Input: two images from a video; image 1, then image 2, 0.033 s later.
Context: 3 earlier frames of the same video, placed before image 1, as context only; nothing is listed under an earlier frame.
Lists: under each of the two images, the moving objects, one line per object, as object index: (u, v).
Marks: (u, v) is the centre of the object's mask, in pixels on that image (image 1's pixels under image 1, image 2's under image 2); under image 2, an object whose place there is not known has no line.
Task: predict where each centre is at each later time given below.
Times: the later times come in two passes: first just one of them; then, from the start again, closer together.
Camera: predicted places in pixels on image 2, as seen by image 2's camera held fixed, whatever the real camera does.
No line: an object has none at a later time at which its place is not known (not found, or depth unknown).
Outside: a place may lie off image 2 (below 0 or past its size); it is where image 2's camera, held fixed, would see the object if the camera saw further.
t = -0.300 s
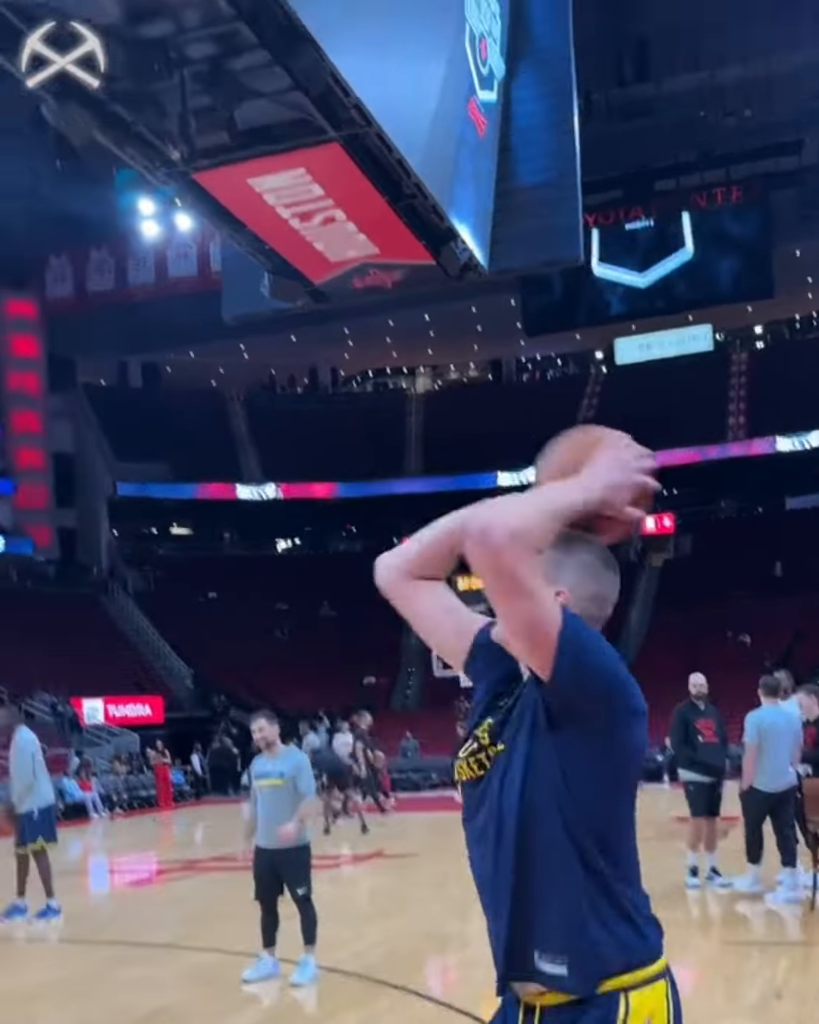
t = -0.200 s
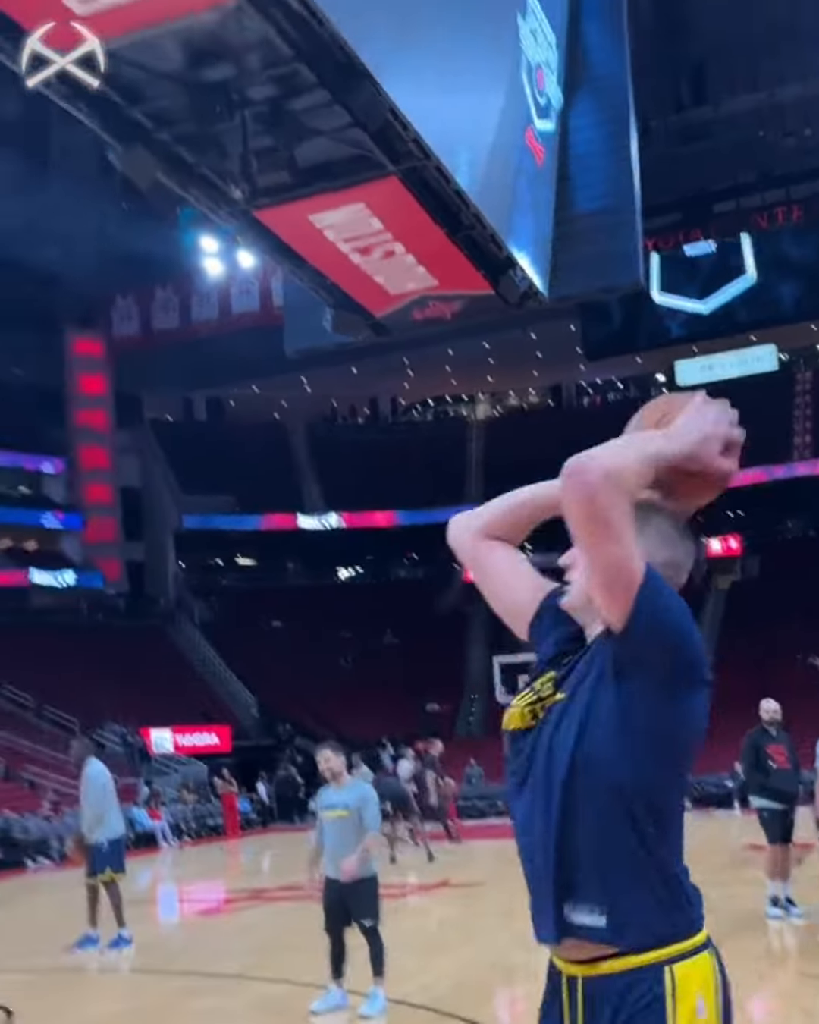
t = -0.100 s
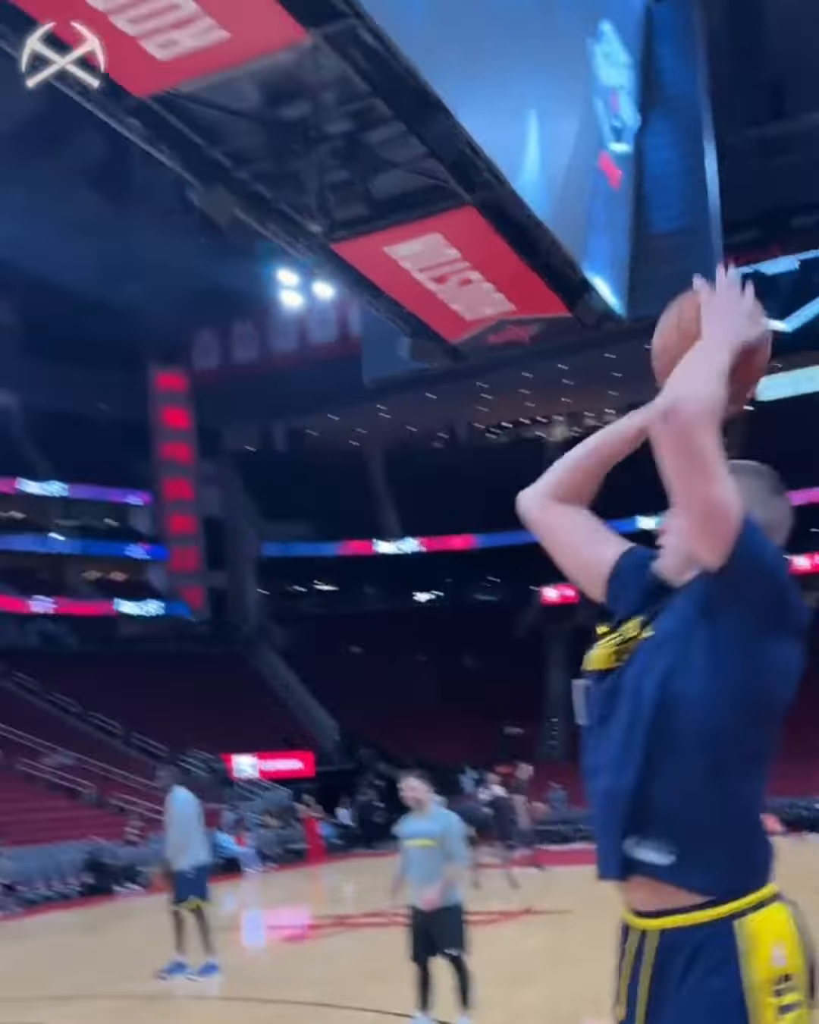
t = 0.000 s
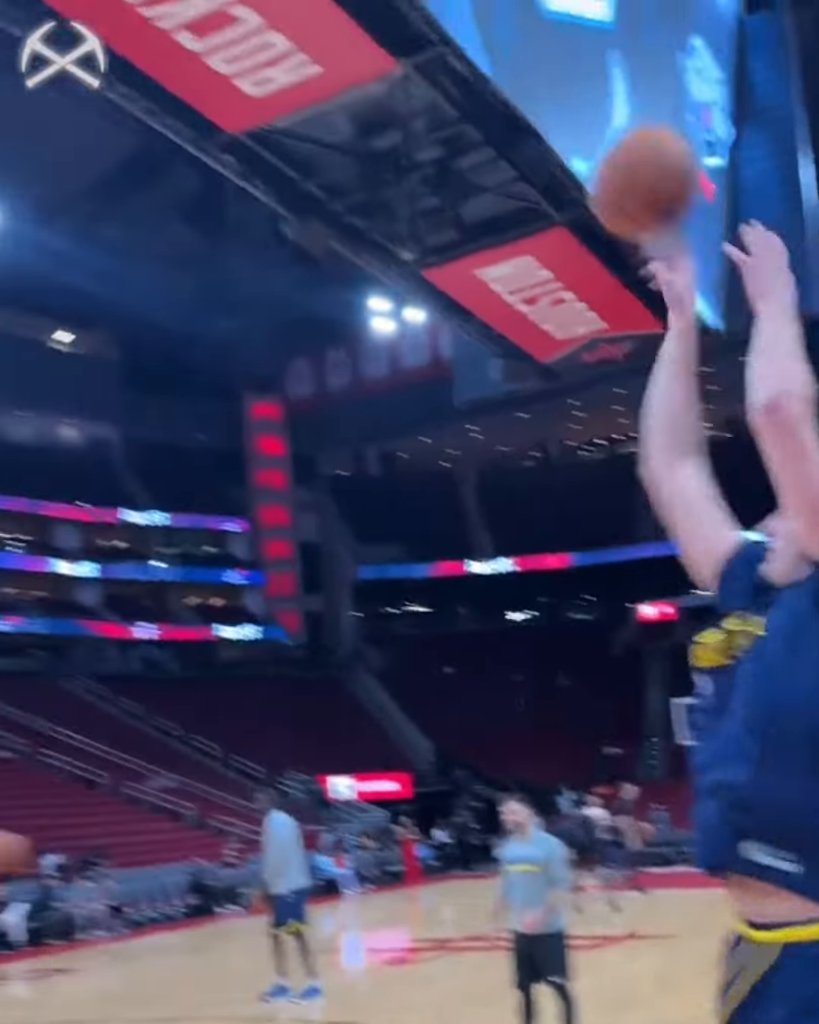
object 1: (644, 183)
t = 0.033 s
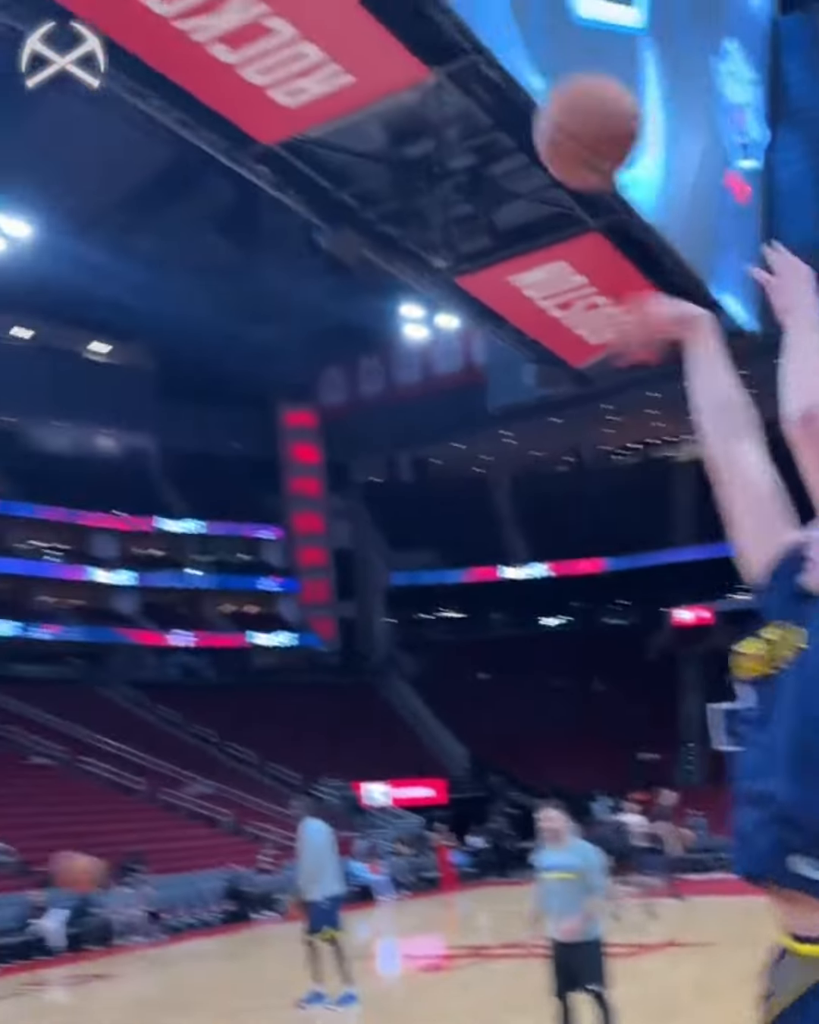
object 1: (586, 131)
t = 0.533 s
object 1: (-132, -38)
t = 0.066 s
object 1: (506, 86)
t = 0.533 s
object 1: (-132, -38)
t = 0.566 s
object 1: (-155, -24)
